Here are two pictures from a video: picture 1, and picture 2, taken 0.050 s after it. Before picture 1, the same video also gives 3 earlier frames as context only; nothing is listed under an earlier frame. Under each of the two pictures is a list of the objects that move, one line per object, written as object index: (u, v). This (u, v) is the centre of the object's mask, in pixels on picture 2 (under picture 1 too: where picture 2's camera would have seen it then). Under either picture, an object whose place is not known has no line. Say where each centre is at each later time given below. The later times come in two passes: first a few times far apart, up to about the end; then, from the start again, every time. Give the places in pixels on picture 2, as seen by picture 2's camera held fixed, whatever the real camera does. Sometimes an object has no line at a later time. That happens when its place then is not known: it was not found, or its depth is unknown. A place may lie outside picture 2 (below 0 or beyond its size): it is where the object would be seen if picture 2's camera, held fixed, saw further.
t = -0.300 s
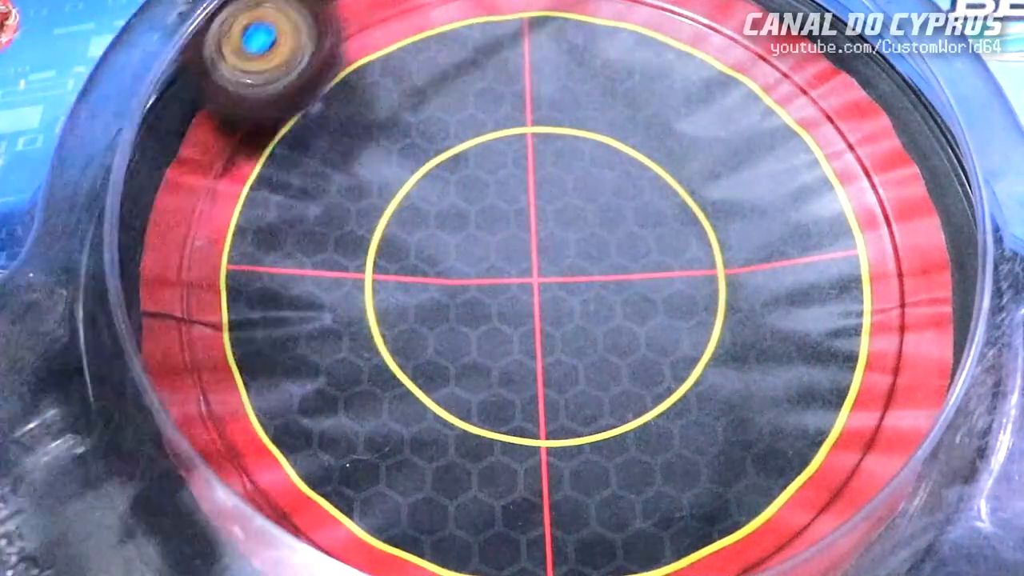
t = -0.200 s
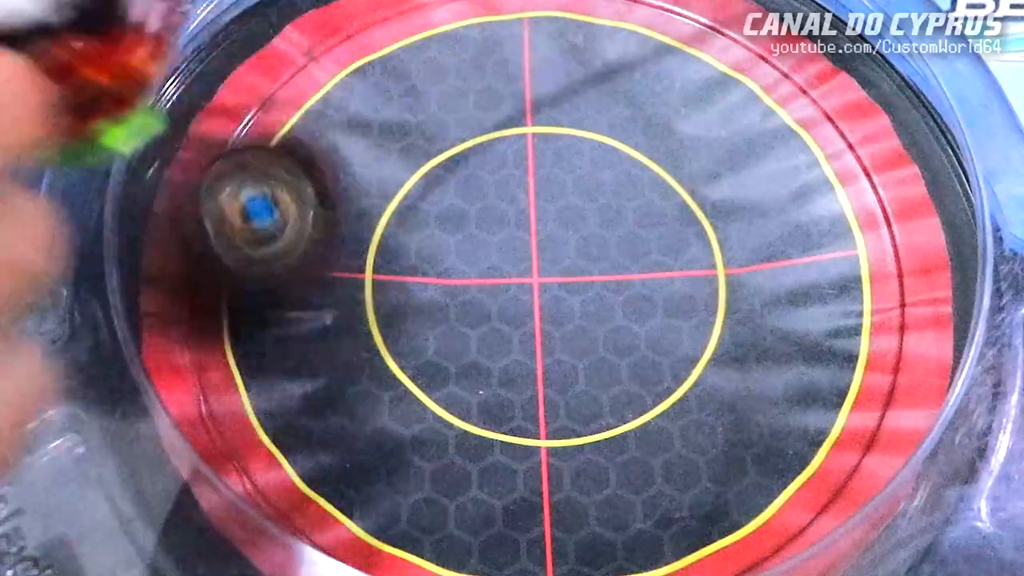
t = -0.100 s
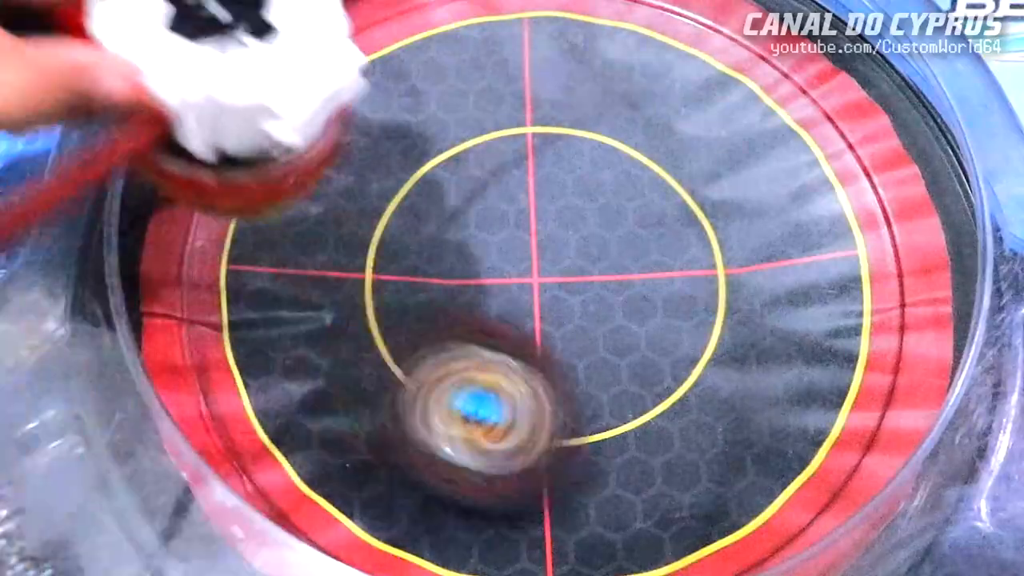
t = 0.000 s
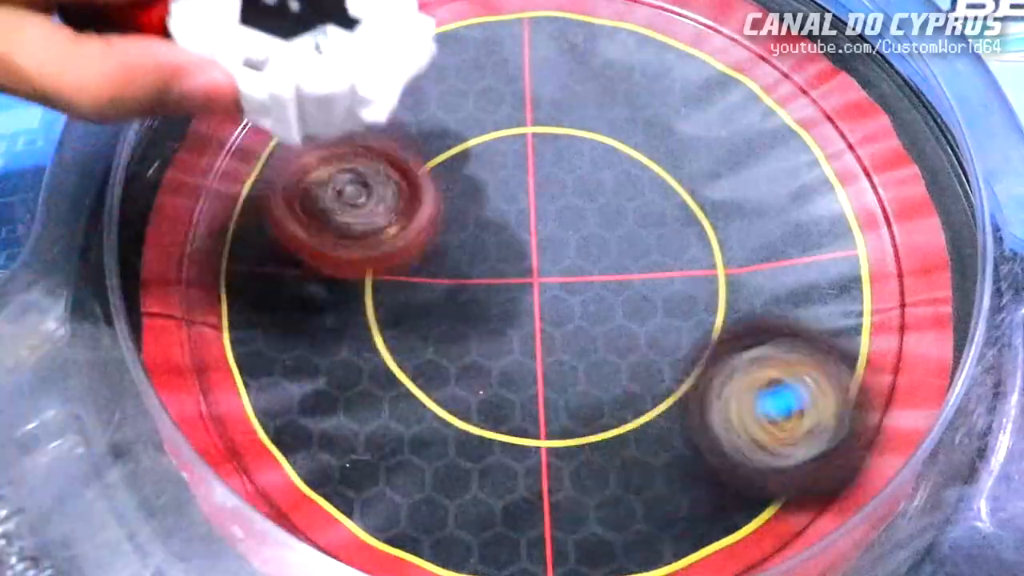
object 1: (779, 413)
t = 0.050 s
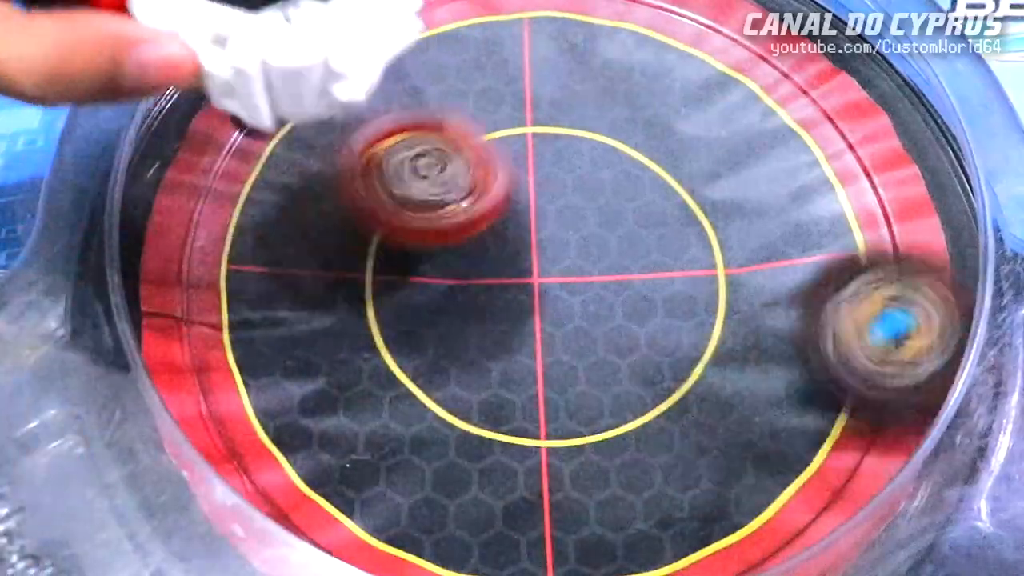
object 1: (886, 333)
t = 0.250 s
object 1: (817, 38)
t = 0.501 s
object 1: (470, 126)
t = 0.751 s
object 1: (470, 245)
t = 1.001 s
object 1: (665, 189)
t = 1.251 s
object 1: (690, 11)
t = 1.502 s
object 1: (449, 91)
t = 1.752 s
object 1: (566, 18)
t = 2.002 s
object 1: (592, 23)
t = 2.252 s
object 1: (653, 13)
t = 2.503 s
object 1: (719, 38)
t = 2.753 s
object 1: (690, 187)
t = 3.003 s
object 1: (864, 337)
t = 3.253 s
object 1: (814, 377)
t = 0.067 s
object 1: (906, 303)
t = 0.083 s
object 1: (916, 268)
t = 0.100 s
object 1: (920, 233)
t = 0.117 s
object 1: (932, 192)
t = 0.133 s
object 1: (926, 173)
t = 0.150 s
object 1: (914, 144)
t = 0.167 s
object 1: (895, 112)
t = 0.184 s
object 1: (870, 104)
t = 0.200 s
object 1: (851, 76)
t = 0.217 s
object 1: (833, 61)
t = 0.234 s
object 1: (818, 53)
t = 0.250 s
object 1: (817, 38)
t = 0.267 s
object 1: (797, 41)
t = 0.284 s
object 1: (771, 43)
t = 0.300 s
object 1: (744, 47)
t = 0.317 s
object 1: (712, 50)
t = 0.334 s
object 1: (687, 51)
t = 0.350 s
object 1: (663, 52)
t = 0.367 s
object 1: (637, 56)
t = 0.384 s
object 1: (615, 59)
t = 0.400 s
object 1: (591, 63)
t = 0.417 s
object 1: (569, 70)
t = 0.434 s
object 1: (547, 79)
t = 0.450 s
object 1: (528, 86)
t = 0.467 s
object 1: (507, 97)
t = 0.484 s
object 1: (488, 110)
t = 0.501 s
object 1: (470, 126)
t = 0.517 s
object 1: (457, 141)
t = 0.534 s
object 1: (446, 156)
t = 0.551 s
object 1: (442, 165)
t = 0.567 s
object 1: (441, 170)
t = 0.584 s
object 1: (440, 176)
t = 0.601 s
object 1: (441, 183)
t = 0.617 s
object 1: (441, 190)
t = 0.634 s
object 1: (443, 197)
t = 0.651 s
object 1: (446, 205)
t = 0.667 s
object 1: (450, 212)
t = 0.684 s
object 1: (451, 220)
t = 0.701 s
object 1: (455, 229)
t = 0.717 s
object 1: (460, 234)
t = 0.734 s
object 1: (465, 240)
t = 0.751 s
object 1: (470, 245)
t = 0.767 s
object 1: (477, 250)
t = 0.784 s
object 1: (485, 255)
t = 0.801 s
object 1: (495, 259)
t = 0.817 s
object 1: (503, 264)
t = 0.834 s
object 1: (512, 269)
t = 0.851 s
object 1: (520, 273)
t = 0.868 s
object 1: (531, 273)
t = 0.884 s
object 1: (552, 261)
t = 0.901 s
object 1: (575, 250)
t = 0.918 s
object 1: (593, 238)
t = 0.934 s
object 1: (611, 228)
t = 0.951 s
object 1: (628, 216)
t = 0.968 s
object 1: (642, 205)
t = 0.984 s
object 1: (654, 196)
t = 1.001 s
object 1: (665, 189)
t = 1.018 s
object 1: (672, 181)
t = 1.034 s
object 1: (678, 174)
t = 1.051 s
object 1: (682, 167)
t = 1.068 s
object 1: (685, 161)
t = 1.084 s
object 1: (687, 155)
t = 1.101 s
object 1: (688, 150)
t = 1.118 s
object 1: (687, 145)
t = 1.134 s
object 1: (698, 128)
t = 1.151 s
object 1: (713, 87)
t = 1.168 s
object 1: (732, 55)
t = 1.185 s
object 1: (727, 30)
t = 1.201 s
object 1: (724, 16)
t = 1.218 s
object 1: (722, 11)
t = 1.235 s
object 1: (713, 10)
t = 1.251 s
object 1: (690, 11)
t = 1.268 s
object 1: (669, 13)
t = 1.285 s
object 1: (655, 13)
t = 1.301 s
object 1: (635, 13)
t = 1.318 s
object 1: (617, 15)
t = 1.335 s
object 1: (594, 18)
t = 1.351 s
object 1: (576, 22)
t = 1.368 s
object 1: (555, 25)
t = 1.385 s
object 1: (537, 31)
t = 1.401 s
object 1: (520, 36)
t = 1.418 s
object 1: (504, 43)
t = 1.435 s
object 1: (490, 48)
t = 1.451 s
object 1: (477, 56)
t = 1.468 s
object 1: (467, 65)
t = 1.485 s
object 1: (457, 76)
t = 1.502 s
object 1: (449, 91)
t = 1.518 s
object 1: (443, 106)
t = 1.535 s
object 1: (442, 119)
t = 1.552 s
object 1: (438, 135)
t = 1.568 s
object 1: (446, 134)
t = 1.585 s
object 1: (467, 99)
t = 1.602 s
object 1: (486, 65)
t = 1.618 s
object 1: (508, 46)
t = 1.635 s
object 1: (526, 37)
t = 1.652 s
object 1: (540, 24)
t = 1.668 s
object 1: (552, 17)
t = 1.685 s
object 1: (566, 12)
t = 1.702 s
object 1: (568, 10)
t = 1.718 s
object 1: (570, 11)
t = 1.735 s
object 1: (568, 13)
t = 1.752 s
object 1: (566, 18)
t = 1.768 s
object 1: (565, 20)
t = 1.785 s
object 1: (565, 23)
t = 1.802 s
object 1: (565, 23)
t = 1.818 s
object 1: (566, 24)
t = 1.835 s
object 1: (568, 24)
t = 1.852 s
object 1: (570, 24)
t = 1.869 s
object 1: (575, 23)
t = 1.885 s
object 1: (577, 22)
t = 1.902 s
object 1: (580, 22)
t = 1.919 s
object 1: (583, 21)
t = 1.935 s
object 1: (585, 20)
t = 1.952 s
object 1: (587, 20)
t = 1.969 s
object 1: (589, 21)
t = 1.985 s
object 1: (591, 22)
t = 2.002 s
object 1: (592, 23)
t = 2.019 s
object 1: (594, 27)
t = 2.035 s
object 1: (595, 29)
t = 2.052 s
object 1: (597, 32)
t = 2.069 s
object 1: (599, 35)
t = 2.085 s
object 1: (601, 39)
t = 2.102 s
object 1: (602, 44)
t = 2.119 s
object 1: (609, 42)
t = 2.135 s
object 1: (623, 29)
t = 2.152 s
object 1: (632, 19)
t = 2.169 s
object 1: (634, 15)
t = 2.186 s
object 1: (634, 15)
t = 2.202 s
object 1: (635, 15)
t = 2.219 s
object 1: (638, 14)
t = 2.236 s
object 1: (646, 13)
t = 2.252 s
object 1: (653, 13)
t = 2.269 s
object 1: (665, 12)
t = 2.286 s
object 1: (672, 10)
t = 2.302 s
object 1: (687, 9)
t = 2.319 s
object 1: (690, 10)
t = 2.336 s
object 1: (698, 12)
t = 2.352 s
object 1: (700, 13)
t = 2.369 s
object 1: (701, 16)
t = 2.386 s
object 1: (703, 18)
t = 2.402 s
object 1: (704, 18)
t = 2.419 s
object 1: (710, 21)
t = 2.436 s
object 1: (713, 24)
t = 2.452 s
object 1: (716, 26)
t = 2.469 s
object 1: (725, 29)
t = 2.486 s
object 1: (722, 33)
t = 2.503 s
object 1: (719, 38)
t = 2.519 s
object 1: (709, 45)
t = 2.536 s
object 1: (703, 48)
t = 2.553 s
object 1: (697, 53)
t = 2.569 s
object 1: (691, 58)
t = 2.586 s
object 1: (687, 64)
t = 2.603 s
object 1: (683, 71)
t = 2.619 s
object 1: (680, 81)
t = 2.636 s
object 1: (680, 94)
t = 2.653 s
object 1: (679, 105)
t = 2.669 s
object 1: (680, 121)
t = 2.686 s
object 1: (681, 133)
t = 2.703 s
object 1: (684, 145)
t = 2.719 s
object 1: (687, 162)
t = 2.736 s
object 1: (688, 174)
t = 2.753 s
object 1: (690, 187)
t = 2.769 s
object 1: (695, 203)
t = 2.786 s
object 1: (707, 218)
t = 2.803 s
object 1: (728, 230)
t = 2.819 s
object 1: (747, 243)
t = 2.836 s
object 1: (764, 256)
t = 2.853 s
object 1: (776, 267)
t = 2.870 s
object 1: (787, 277)
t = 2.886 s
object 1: (799, 286)
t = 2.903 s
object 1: (812, 295)
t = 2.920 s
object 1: (820, 302)
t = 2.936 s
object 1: (829, 311)
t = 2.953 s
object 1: (841, 318)
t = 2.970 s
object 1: (850, 324)
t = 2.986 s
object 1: (857, 331)
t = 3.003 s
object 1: (864, 337)
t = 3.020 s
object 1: (871, 340)
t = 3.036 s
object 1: (876, 348)
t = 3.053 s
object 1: (876, 352)
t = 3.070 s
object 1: (871, 353)
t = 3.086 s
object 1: (869, 354)
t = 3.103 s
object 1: (867, 357)
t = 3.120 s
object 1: (864, 359)
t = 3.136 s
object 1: (862, 364)
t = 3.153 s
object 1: (858, 368)
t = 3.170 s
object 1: (854, 371)
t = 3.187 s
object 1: (849, 373)
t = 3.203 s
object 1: (842, 375)
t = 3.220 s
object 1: (834, 377)
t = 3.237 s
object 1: (824, 378)
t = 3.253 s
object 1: (814, 377)
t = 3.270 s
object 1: (808, 378)
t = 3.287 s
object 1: (798, 380)
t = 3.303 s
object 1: (786, 383)
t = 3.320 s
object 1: (775, 384)
